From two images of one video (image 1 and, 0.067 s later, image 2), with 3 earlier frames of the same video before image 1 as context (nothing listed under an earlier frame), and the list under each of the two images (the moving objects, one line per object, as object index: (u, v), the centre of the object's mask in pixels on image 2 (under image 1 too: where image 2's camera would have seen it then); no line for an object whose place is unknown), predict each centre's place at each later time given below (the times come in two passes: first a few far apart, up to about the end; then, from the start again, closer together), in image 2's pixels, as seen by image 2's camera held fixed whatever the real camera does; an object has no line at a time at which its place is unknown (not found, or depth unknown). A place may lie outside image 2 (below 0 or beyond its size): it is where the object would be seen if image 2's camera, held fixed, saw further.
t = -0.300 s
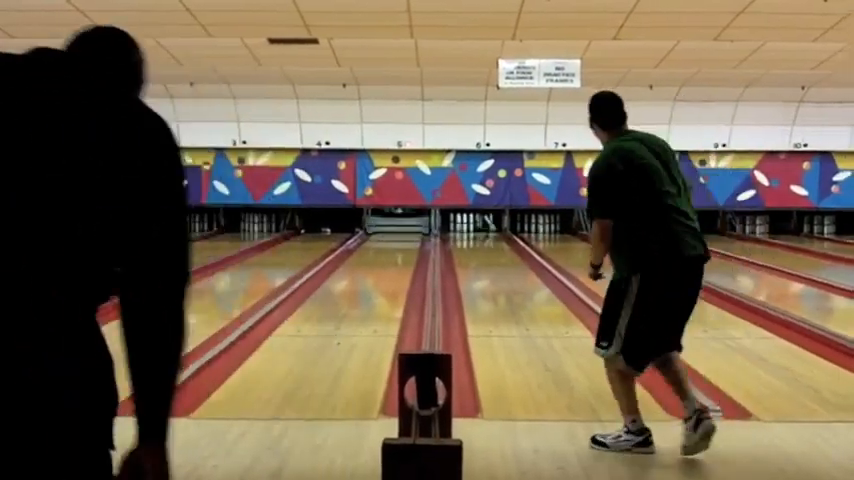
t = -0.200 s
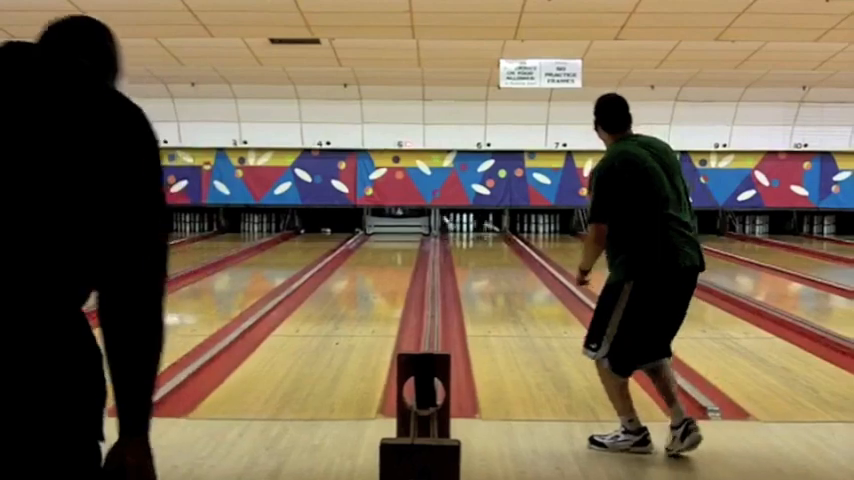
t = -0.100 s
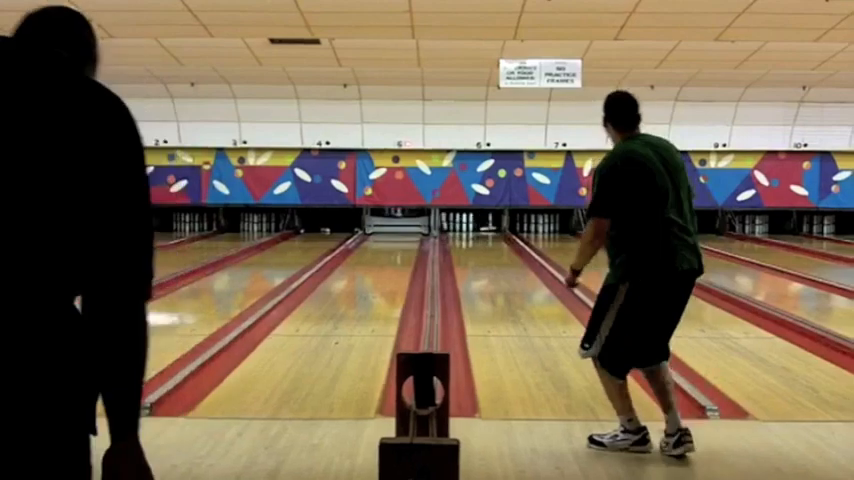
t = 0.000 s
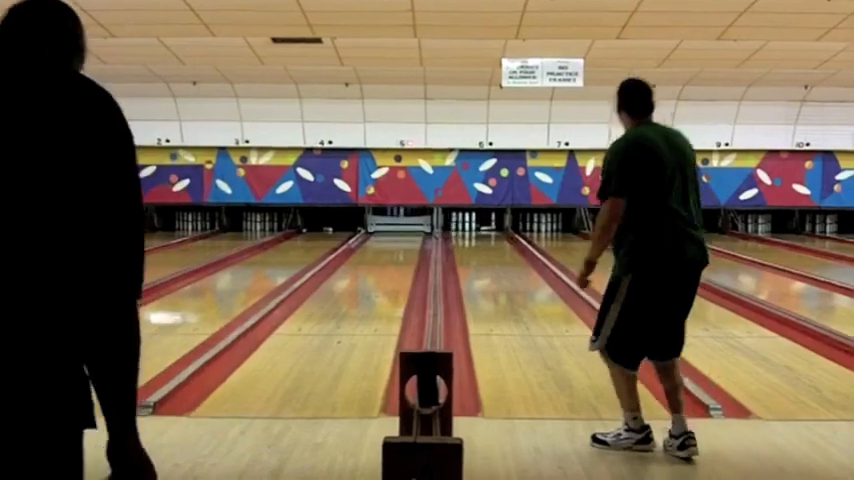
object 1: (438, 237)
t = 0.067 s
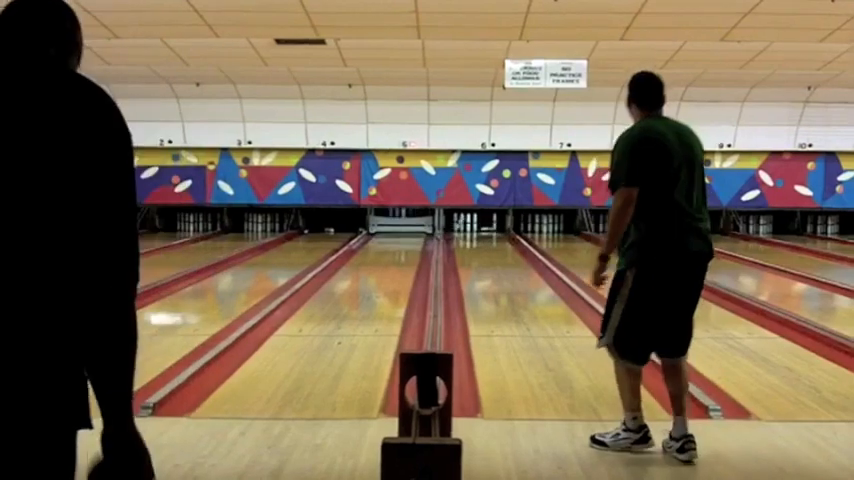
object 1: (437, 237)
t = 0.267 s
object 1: (439, 239)
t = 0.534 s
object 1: (438, 244)
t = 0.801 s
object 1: (438, 247)
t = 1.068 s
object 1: (438, 251)
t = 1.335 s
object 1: (438, 255)
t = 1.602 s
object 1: (437, 261)
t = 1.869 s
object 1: (436, 266)
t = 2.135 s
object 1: (437, 272)
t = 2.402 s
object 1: (437, 279)
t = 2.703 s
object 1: (437, 287)
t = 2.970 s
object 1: (437, 296)
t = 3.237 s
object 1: (437, 308)
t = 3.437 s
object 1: (436, 318)
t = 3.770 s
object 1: (434, 340)
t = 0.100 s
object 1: (437, 237)
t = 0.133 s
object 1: (437, 238)
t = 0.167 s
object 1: (438, 238)
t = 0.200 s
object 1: (438, 239)
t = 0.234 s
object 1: (439, 239)
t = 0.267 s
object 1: (439, 239)
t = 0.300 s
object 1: (439, 240)
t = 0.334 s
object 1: (438, 240)
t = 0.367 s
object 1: (437, 241)
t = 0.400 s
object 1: (437, 243)
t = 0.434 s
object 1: (437, 243)
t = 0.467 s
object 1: (437, 243)
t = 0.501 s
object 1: (437, 243)
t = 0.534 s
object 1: (438, 244)
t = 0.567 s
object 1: (438, 244)
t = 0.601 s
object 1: (437, 244)
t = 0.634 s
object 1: (437, 244)
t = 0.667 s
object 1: (437, 245)
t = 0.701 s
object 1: (437, 246)
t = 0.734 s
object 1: (437, 246)
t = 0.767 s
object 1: (438, 247)
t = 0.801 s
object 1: (438, 247)
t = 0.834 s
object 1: (439, 247)
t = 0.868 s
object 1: (439, 248)
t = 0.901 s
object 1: (438, 249)
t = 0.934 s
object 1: (438, 249)
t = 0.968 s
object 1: (437, 249)
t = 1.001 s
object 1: (438, 250)
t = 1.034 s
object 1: (438, 250)
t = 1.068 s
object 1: (438, 251)
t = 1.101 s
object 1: (438, 252)
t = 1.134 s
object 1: (438, 252)
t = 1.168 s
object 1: (439, 253)
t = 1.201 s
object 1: (439, 253)
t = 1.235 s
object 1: (438, 255)
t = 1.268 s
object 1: (438, 254)
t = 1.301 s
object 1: (438, 255)
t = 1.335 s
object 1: (438, 255)
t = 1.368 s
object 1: (439, 256)
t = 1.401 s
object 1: (439, 257)
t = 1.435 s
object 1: (439, 258)
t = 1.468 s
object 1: (439, 258)
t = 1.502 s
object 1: (438, 259)
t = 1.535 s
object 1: (437, 260)
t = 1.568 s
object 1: (437, 260)
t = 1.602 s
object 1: (437, 261)
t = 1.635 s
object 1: (437, 261)
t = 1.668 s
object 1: (437, 261)
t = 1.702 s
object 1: (437, 263)
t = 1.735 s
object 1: (437, 263)
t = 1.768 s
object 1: (437, 264)
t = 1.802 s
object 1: (436, 265)
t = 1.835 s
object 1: (436, 265)
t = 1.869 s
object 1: (436, 266)
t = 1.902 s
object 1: (436, 267)
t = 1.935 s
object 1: (437, 267)
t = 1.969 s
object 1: (437, 269)
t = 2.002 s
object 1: (437, 269)
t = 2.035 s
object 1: (438, 269)
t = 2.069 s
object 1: (437, 270)
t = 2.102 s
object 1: (437, 270)
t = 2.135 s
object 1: (437, 272)
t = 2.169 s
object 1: (437, 272)
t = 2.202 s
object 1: (437, 273)
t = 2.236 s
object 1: (437, 274)
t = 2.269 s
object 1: (438, 275)
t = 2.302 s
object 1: (438, 275)
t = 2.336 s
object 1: (438, 276)
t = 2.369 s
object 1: (438, 277)
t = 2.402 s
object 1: (437, 279)
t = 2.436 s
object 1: (437, 279)
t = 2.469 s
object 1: (437, 280)
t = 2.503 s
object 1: (437, 282)
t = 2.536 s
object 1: (438, 282)
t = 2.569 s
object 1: (438, 282)
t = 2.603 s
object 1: (438, 283)
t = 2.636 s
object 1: (438, 284)
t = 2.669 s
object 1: (437, 285)
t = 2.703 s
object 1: (437, 287)
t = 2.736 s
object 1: (436, 287)
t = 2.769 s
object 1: (436, 288)
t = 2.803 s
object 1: (437, 290)
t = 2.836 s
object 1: (437, 291)
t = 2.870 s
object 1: (437, 292)
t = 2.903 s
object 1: (437, 293)
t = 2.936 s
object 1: (437, 294)
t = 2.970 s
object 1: (437, 296)
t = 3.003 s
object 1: (437, 297)
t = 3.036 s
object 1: (436, 299)
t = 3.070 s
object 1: (436, 301)
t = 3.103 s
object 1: (437, 302)
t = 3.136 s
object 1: (437, 303)
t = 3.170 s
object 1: (436, 304)
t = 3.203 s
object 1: (437, 306)
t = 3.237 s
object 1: (437, 308)
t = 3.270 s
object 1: (436, 309)
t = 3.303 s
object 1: (436, 311)
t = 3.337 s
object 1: (436, 313)
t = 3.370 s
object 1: (436, 314)
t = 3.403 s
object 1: (436, 317)
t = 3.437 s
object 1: (436, 318)
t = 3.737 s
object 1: (434, 338)
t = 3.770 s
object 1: (434, 340)
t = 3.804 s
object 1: (434, 341)
